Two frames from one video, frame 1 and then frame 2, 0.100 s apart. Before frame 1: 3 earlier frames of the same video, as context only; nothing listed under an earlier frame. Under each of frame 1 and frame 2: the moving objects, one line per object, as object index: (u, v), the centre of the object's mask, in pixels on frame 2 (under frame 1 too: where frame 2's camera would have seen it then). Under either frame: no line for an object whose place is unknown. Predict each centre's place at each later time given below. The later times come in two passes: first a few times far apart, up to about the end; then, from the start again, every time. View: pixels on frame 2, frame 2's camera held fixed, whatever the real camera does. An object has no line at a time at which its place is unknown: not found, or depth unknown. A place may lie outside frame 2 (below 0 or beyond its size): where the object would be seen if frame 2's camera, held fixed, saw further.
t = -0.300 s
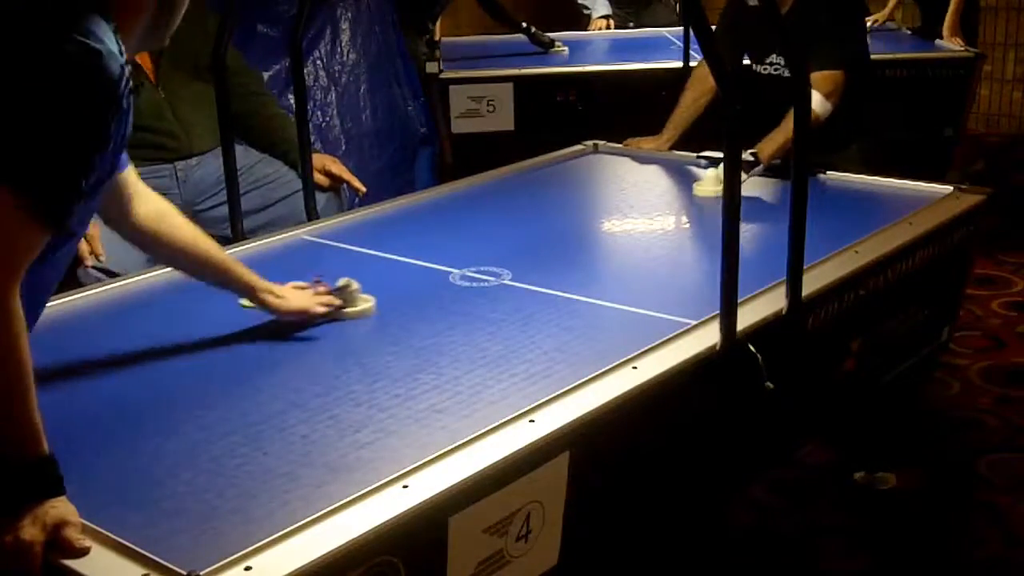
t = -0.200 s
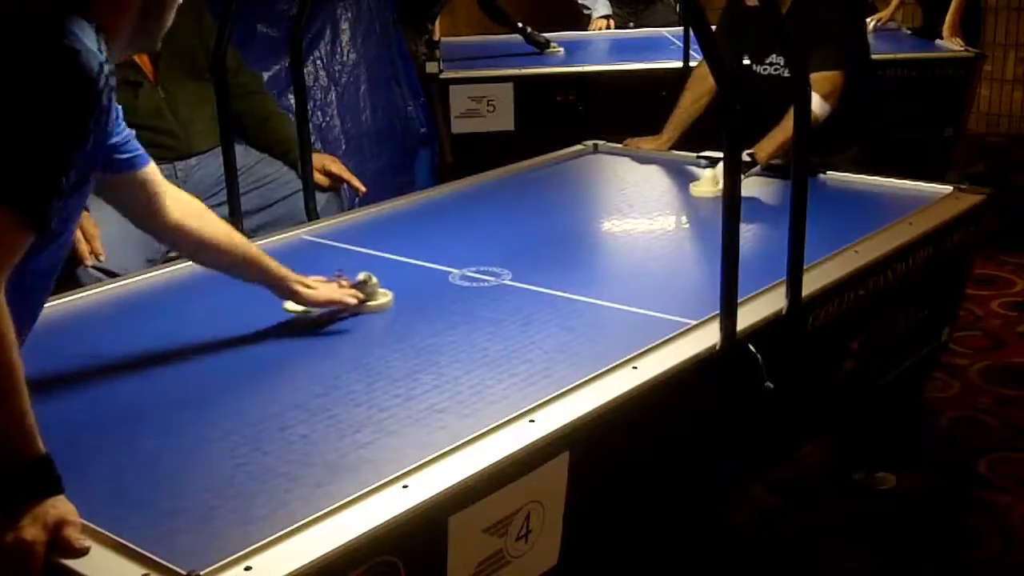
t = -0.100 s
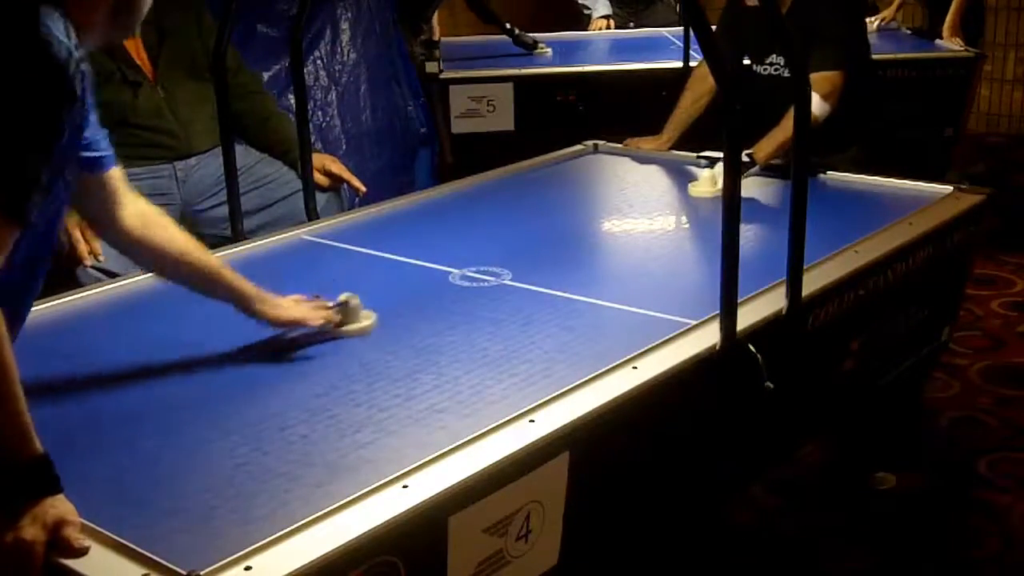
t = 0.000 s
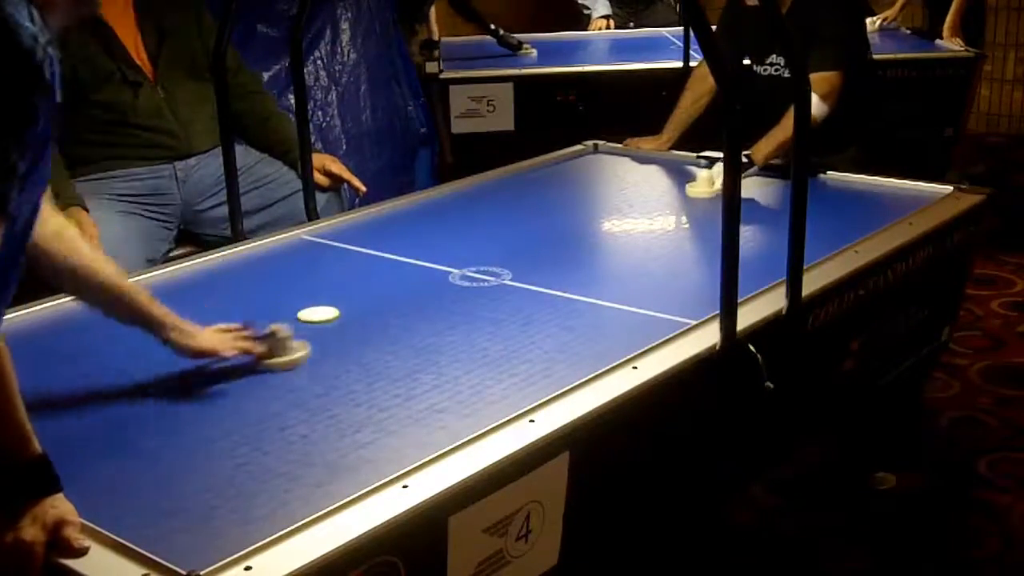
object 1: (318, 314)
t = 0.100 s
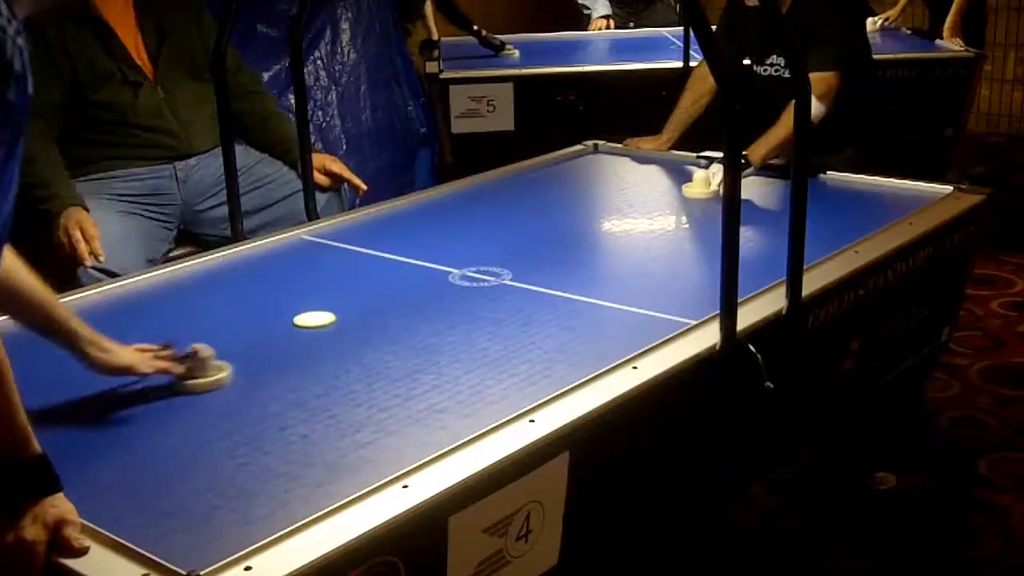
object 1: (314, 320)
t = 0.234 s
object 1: (309, 326)
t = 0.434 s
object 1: (300, 336)
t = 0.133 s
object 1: (313, 321)
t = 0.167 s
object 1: (311, 323)
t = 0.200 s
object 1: (310, 325)
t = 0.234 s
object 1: (309, 326)
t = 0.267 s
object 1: (307, 328)
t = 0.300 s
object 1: (306, 330)
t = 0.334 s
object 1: (305, 331)
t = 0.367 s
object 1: (303, 333)
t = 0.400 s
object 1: (302, 335)
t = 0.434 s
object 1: (300, 336)
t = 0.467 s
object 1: (299, 338)
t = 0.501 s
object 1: (297, 340)
